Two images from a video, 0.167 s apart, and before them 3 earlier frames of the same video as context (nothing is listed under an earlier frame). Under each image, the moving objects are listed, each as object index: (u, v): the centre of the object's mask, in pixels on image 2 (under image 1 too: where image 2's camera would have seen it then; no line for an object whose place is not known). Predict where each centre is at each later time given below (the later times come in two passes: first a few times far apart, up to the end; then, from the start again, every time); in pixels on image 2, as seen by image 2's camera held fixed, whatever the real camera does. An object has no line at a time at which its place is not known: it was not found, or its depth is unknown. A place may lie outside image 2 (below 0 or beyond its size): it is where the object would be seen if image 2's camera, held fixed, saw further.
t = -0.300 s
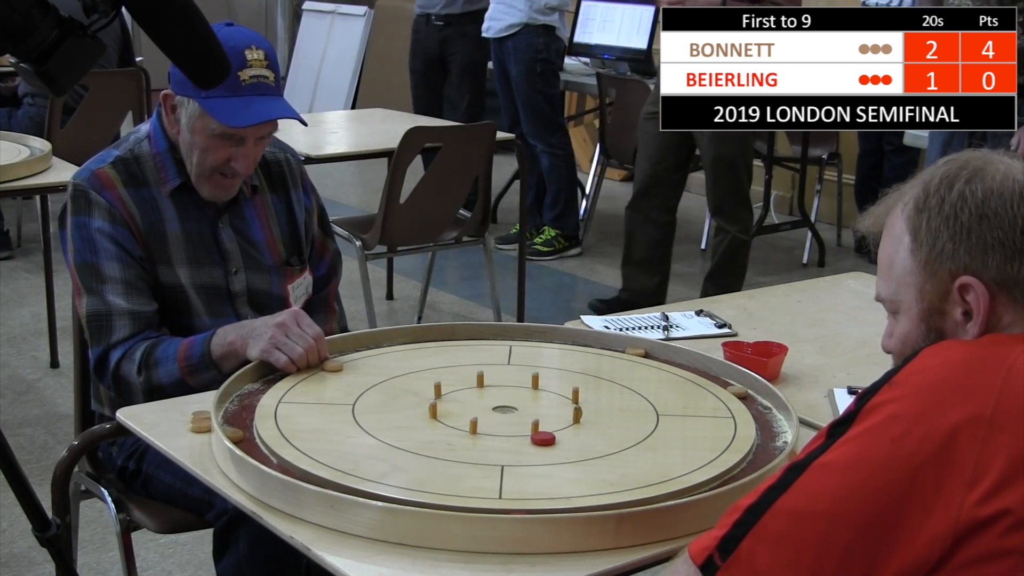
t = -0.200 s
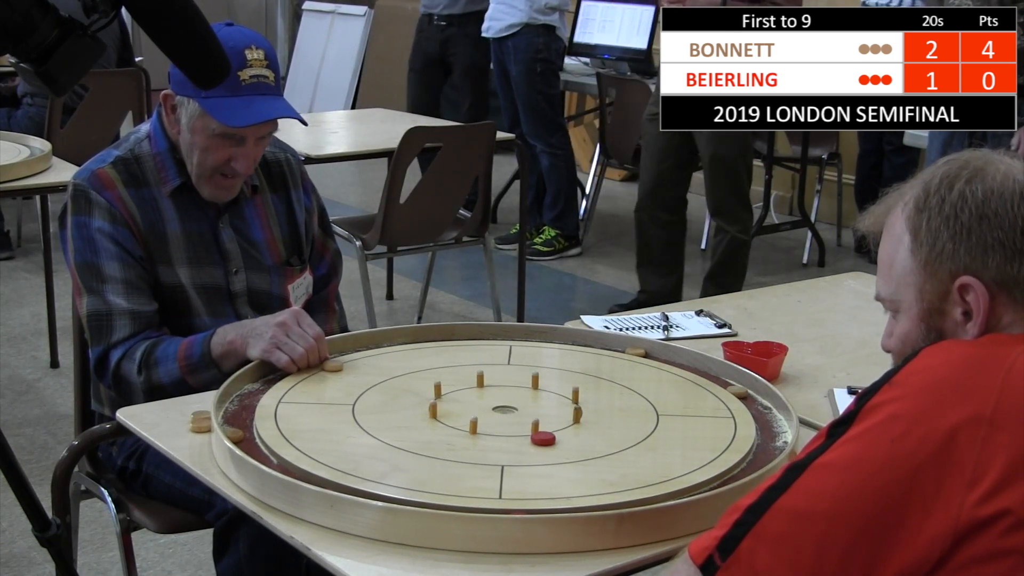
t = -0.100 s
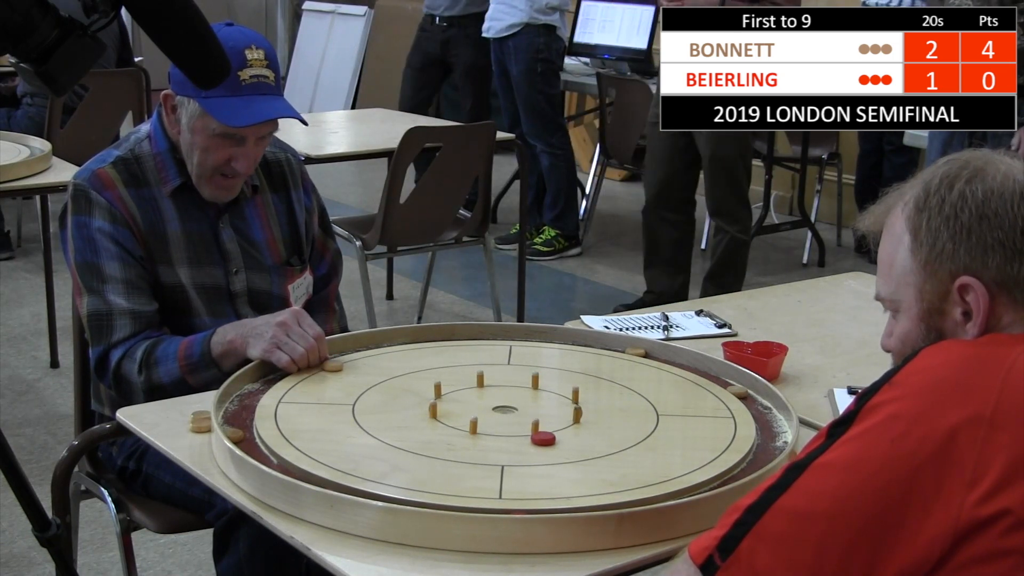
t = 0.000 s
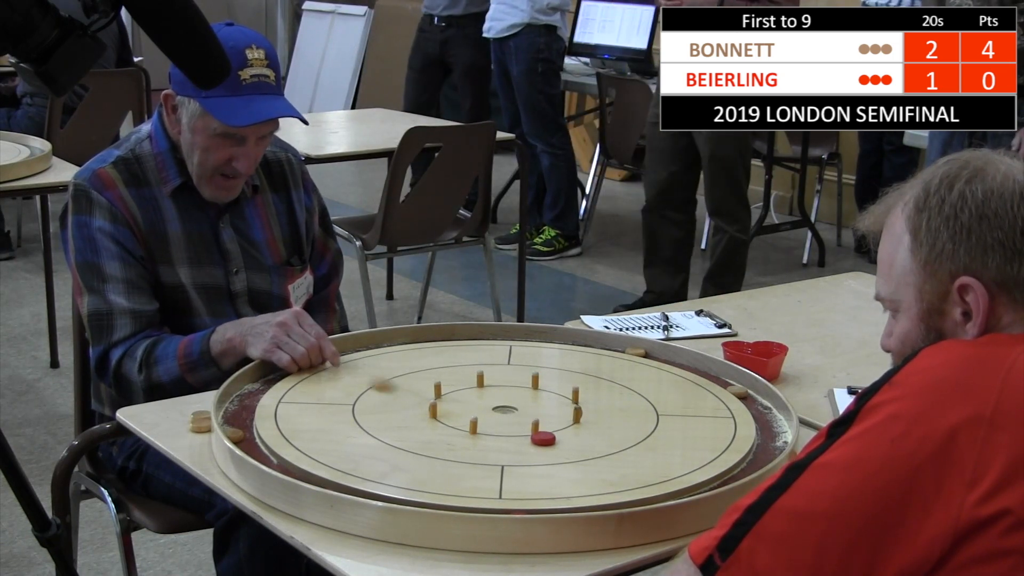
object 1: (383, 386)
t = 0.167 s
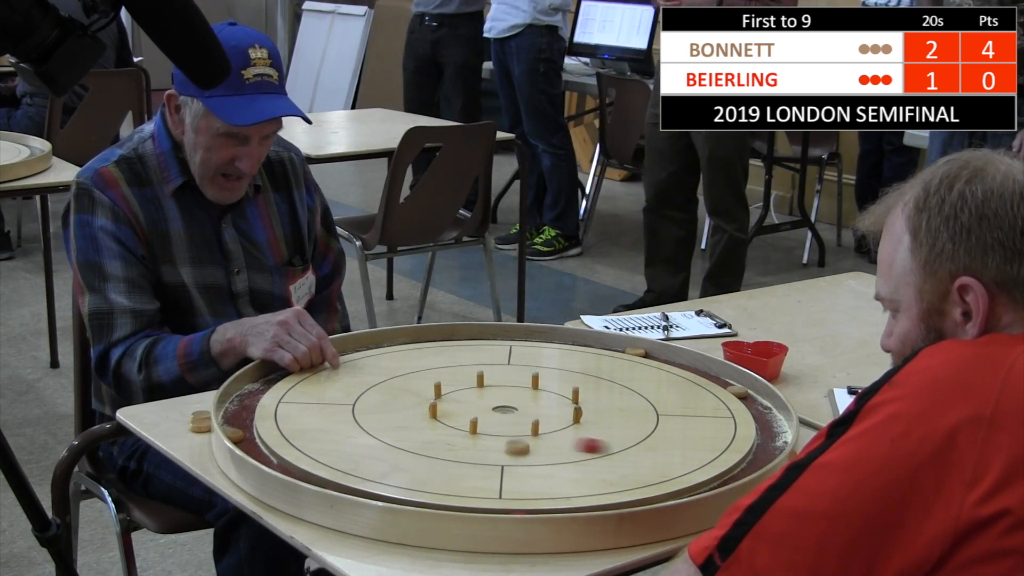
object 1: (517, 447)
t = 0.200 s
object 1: (516, 456)
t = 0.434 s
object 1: (505, 512)
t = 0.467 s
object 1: (499, 511)
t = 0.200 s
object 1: (516, 456)
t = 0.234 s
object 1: (515, 465)
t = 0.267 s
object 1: (513, 473)
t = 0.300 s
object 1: (512, 483)
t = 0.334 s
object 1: (510, 491)
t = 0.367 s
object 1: (508, 501)
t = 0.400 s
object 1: (506, 507)
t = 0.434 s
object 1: (505, 512)
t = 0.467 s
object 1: (499, 511)
